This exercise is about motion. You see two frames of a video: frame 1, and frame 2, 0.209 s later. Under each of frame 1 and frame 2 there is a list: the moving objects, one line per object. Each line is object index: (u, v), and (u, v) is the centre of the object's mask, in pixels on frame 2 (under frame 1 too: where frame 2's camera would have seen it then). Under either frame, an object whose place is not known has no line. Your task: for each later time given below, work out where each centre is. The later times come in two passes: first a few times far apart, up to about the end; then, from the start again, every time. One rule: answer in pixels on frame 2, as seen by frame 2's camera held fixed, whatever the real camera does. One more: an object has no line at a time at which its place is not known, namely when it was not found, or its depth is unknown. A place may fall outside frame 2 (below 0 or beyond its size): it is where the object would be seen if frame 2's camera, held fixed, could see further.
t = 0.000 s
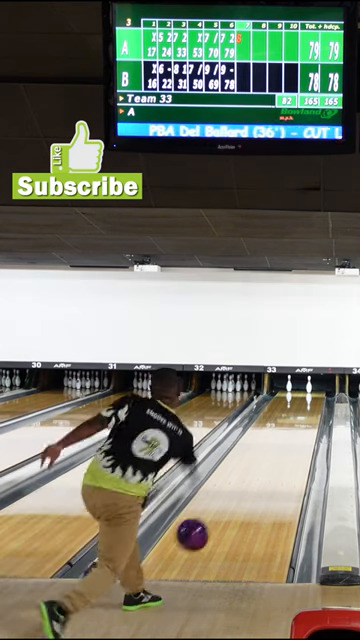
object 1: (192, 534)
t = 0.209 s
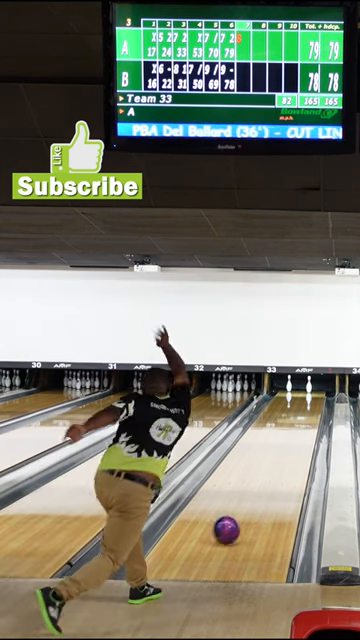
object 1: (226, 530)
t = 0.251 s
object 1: (232, 523)
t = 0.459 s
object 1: (254, 494)
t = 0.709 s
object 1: (274, 469)
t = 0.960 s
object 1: (289, 449)
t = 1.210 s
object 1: (300, 434)
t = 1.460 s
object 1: (308, 423)
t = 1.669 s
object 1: (313, 414)
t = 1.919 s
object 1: (318, 406)
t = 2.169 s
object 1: (320, 400)
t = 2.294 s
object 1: (320, 396)
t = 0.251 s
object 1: (232, 523)
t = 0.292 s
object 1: (237, 516)
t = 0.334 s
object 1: (242, 510)
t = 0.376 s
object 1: (246, 504)
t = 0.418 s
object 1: (250, 499)
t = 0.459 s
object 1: (254, 494)
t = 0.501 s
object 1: (258, 489)
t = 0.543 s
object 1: (262, 485)
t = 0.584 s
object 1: (265, 480)
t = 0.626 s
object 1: (268, 476)
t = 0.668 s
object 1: (272, 472)
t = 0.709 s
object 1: (274, 469)
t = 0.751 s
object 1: (277, 465)
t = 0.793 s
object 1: (280, 462)
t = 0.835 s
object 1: (282, 459)
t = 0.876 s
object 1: (284, 455)
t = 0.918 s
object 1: (287, 452)
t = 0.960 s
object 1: (289, 449)
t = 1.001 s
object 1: (291, 447)
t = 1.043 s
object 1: (293, 444)
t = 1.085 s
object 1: (295, 442)
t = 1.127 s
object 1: (296, 439)
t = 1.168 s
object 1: (298, 437)
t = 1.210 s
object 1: (300, 434)
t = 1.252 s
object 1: (301, 432)
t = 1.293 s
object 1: (303, 430)
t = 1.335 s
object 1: (304, 428)
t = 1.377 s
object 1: (305, 426)
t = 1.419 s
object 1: (307, 424)
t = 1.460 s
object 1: (308, 423)
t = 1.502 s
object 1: (309, 421)
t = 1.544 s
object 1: (310, 419)
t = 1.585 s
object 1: (311, 418)
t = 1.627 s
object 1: (312, 416)
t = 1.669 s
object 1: (313, 414)
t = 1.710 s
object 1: (314, 413)
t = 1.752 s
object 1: (315, 412)
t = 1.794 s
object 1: (316, 410)
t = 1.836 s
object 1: (317, 409)
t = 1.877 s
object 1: (317, 408)
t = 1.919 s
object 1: (318, 406)
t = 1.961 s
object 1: (318, 405)
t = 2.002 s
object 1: (319, 404)
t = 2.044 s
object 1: (319, 403)
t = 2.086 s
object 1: (320, 402)
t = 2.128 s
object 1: (320, 401)
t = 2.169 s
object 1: (320, 400)
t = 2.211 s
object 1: (320, 399)
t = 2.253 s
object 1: (320, 397)
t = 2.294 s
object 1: (320, 396)
